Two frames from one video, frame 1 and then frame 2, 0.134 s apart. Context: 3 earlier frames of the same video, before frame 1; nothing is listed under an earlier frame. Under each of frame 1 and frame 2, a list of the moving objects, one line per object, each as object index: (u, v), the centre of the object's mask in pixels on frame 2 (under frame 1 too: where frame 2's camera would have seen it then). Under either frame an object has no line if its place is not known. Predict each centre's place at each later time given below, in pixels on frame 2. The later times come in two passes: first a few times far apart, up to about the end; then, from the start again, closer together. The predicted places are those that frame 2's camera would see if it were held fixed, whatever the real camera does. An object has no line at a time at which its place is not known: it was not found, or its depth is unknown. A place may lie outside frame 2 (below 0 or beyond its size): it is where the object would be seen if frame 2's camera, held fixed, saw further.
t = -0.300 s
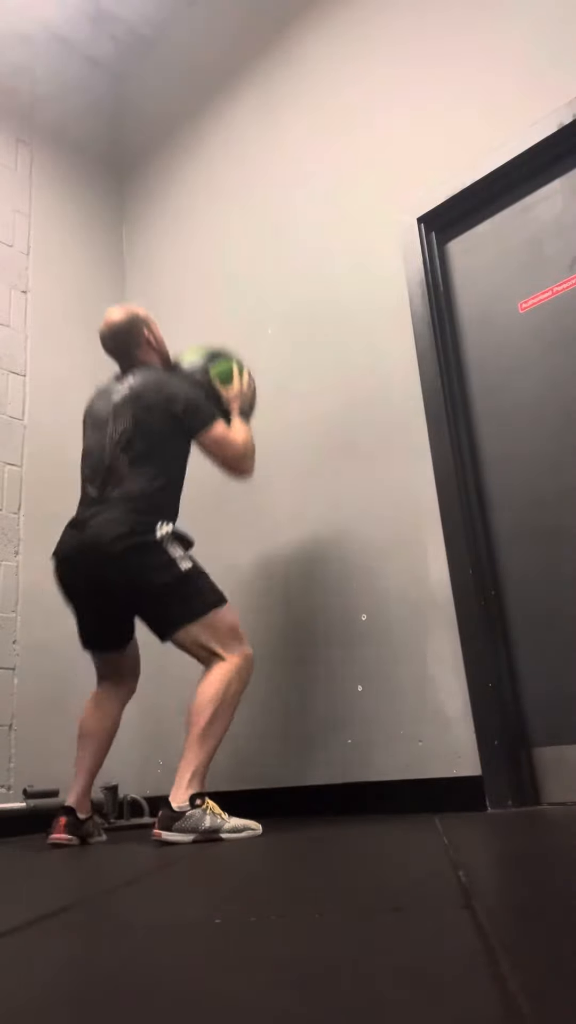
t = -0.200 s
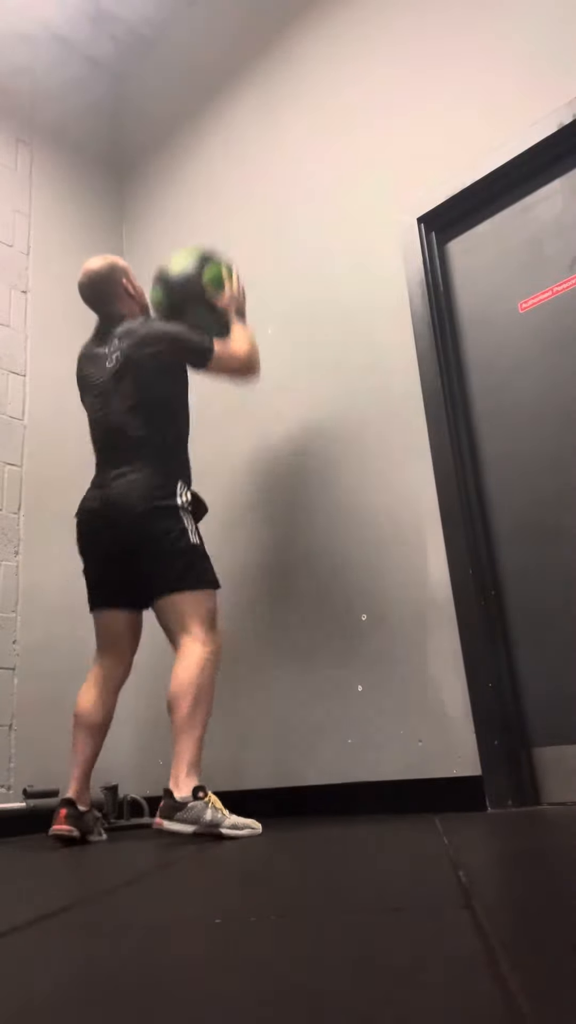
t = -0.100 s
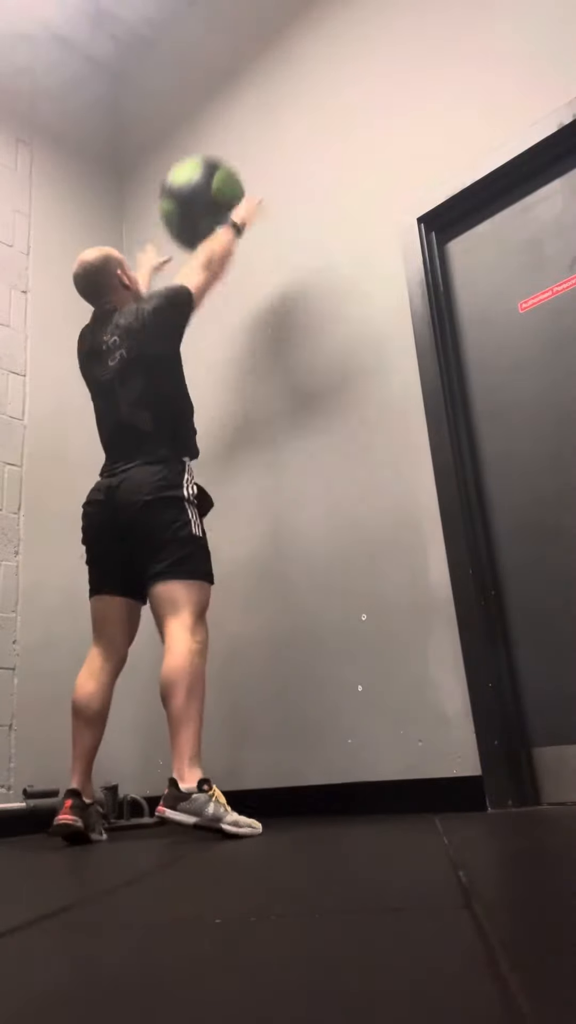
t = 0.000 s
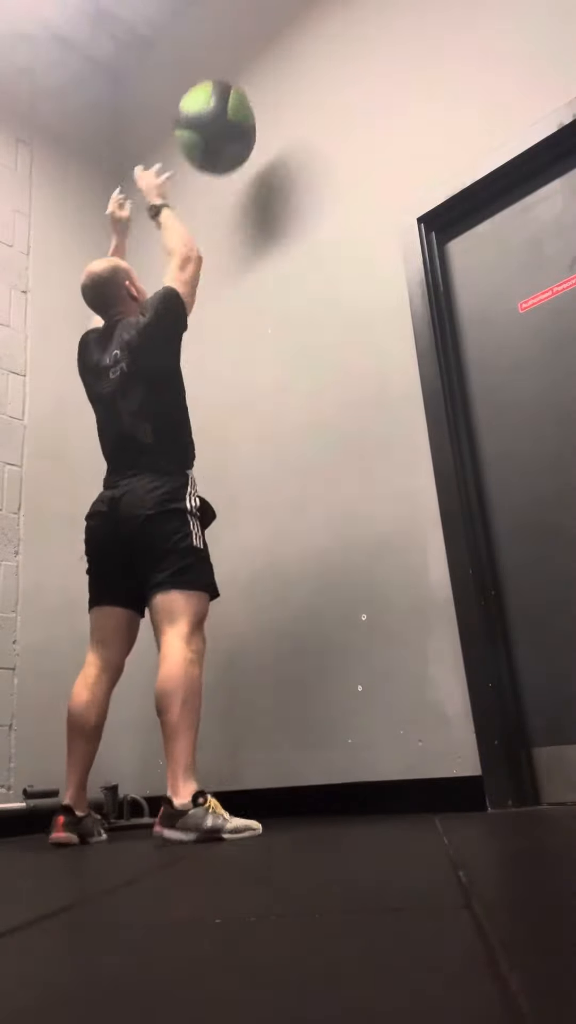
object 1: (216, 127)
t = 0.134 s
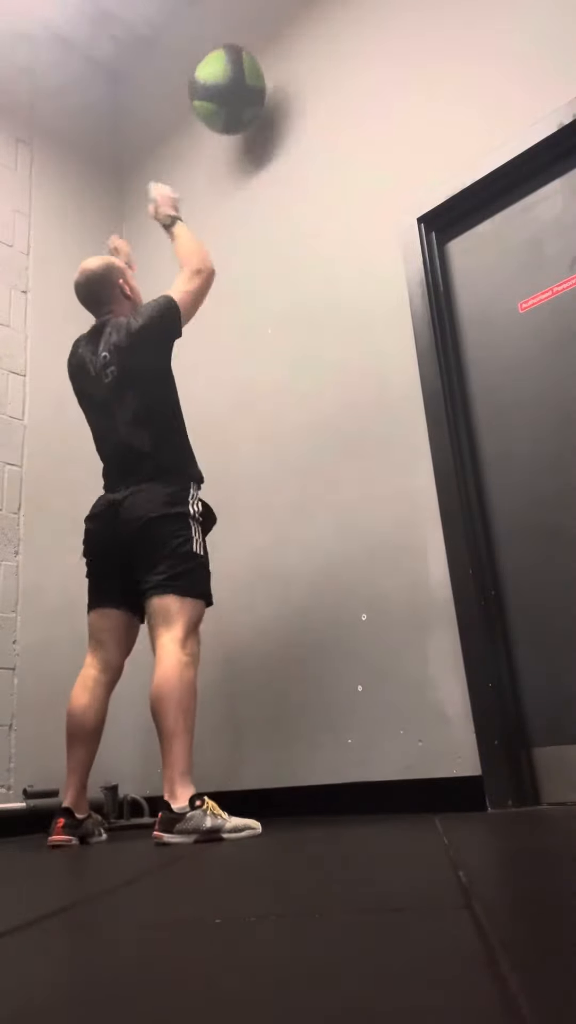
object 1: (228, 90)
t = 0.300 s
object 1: (238, 83)
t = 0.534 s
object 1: (221, 111)
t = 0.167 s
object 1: (232, 86)
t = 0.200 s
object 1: (237, 85)
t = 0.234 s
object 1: (238, 84)
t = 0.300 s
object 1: (238, 83)
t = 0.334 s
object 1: (235, 81)
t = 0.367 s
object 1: (233, 82)
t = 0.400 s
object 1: (231, 85)
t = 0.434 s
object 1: (228, 88)
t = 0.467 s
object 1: (225, 93)
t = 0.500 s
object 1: (223, 101)
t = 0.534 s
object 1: (221, 111)
